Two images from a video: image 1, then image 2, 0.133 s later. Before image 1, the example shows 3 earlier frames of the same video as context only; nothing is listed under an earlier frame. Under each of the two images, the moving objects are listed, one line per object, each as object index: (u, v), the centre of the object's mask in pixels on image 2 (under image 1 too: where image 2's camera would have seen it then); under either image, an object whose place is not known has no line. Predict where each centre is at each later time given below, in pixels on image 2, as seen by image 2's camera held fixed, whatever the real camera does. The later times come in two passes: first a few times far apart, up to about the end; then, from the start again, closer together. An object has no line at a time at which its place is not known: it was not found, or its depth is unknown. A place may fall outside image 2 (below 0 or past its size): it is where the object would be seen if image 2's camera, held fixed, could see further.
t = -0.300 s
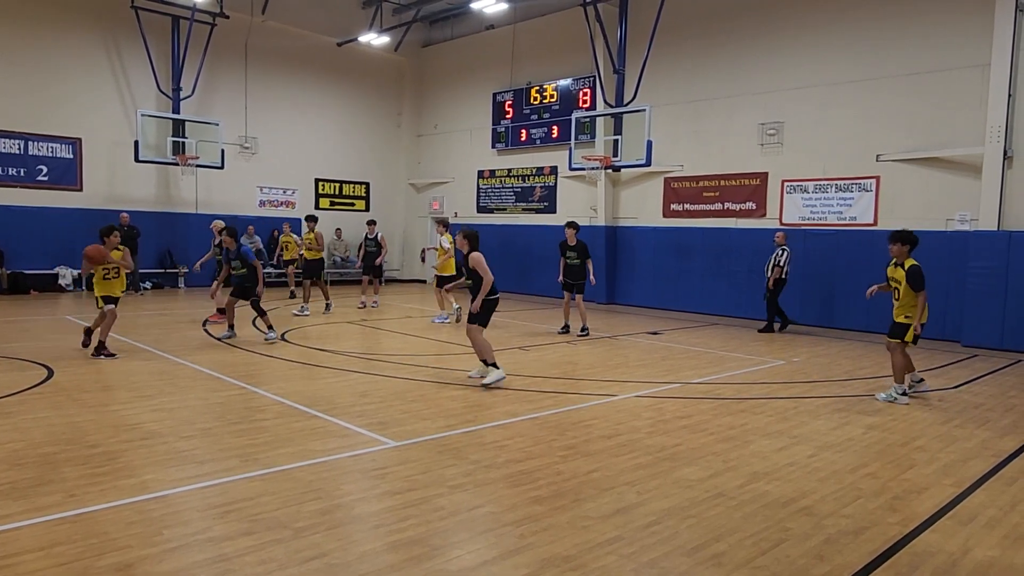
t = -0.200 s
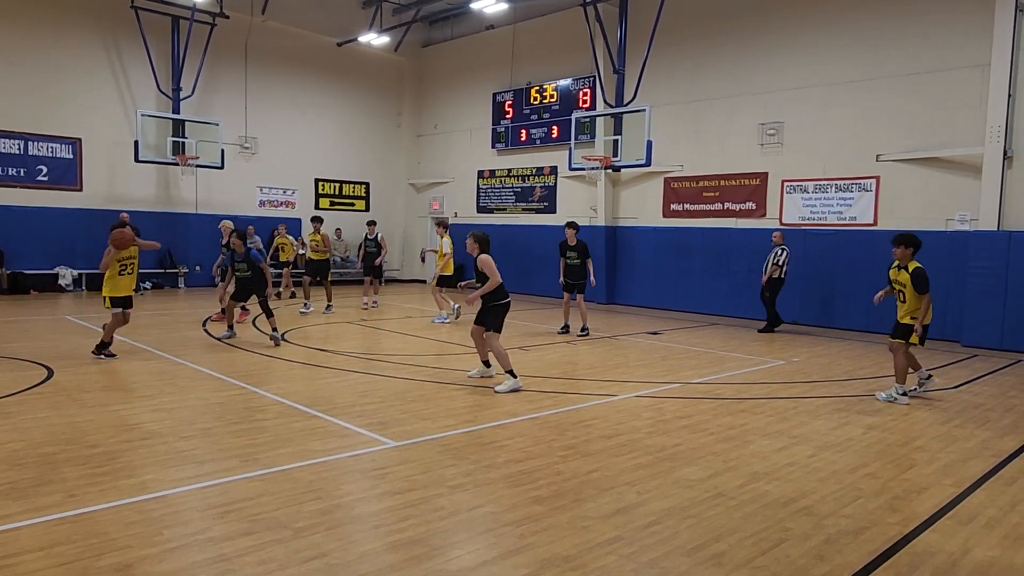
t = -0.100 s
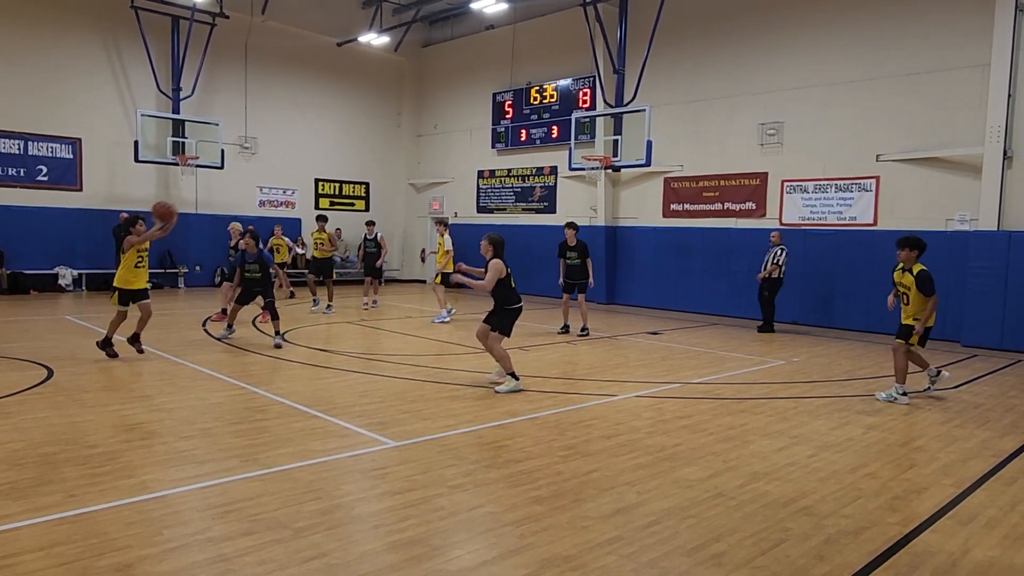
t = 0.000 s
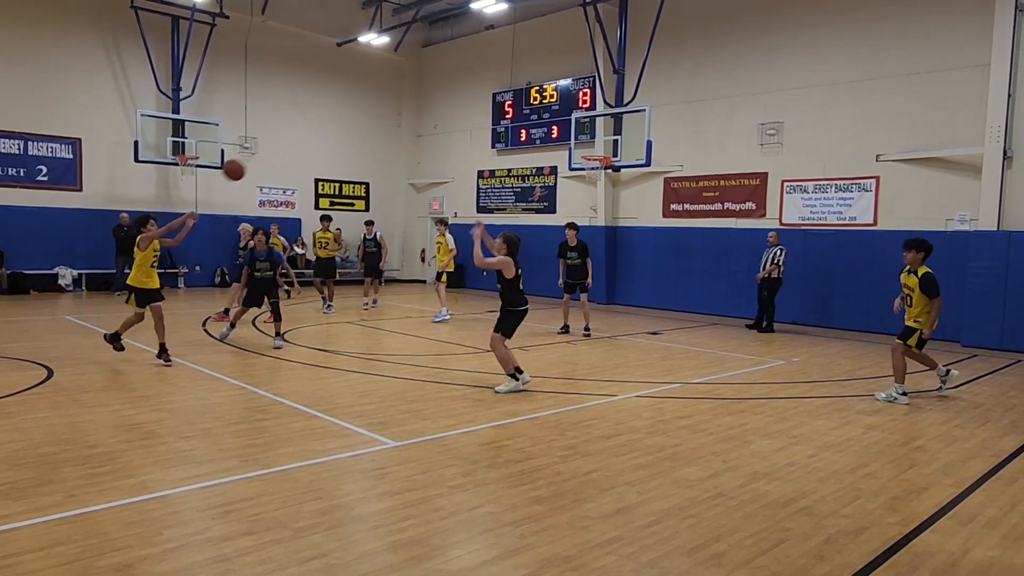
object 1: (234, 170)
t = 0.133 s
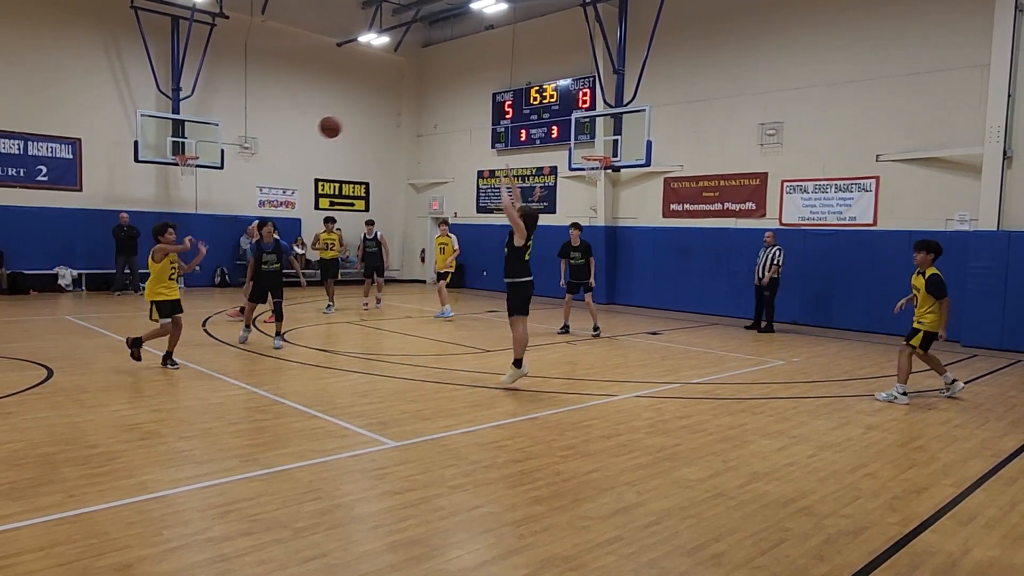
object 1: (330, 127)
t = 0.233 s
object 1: (402, 105)
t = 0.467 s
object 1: (567, 91)
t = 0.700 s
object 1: (725, 126)
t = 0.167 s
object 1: (354, 119)
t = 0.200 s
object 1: (378, 111)
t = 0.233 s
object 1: (402, 105)
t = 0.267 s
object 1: (425, 100)
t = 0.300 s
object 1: (449, 96)
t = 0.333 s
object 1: (473, 93)
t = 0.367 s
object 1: (496, 91)
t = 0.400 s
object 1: (520, 89)
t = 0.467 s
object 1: (567, 91)
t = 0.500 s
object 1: (590, 92)
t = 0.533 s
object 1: (614, 95)
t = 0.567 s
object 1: (636, 99)
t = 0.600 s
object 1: (658, 105)
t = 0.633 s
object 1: (681, 111)
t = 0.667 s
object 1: (703, 118)
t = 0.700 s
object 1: (725, 126)
